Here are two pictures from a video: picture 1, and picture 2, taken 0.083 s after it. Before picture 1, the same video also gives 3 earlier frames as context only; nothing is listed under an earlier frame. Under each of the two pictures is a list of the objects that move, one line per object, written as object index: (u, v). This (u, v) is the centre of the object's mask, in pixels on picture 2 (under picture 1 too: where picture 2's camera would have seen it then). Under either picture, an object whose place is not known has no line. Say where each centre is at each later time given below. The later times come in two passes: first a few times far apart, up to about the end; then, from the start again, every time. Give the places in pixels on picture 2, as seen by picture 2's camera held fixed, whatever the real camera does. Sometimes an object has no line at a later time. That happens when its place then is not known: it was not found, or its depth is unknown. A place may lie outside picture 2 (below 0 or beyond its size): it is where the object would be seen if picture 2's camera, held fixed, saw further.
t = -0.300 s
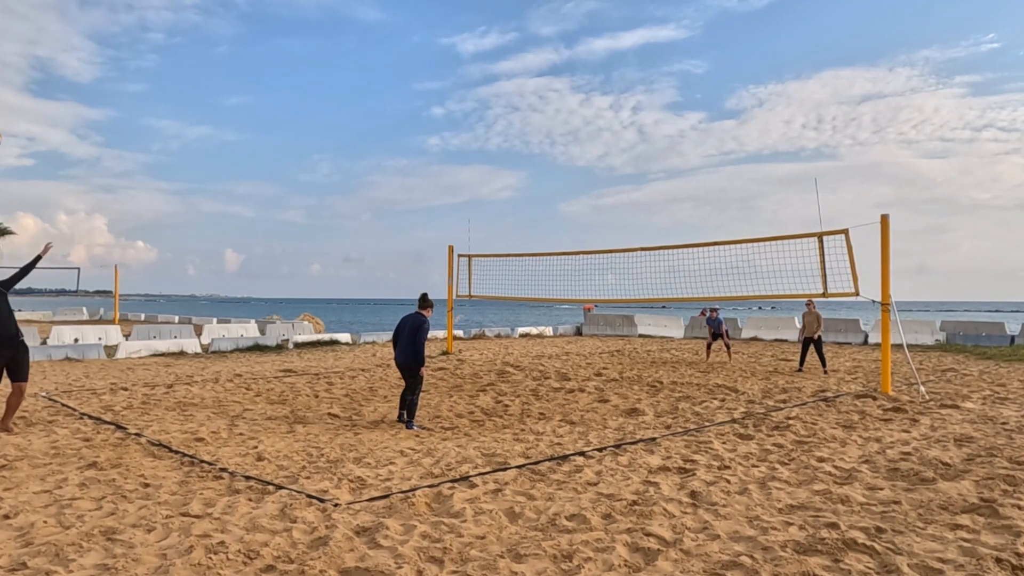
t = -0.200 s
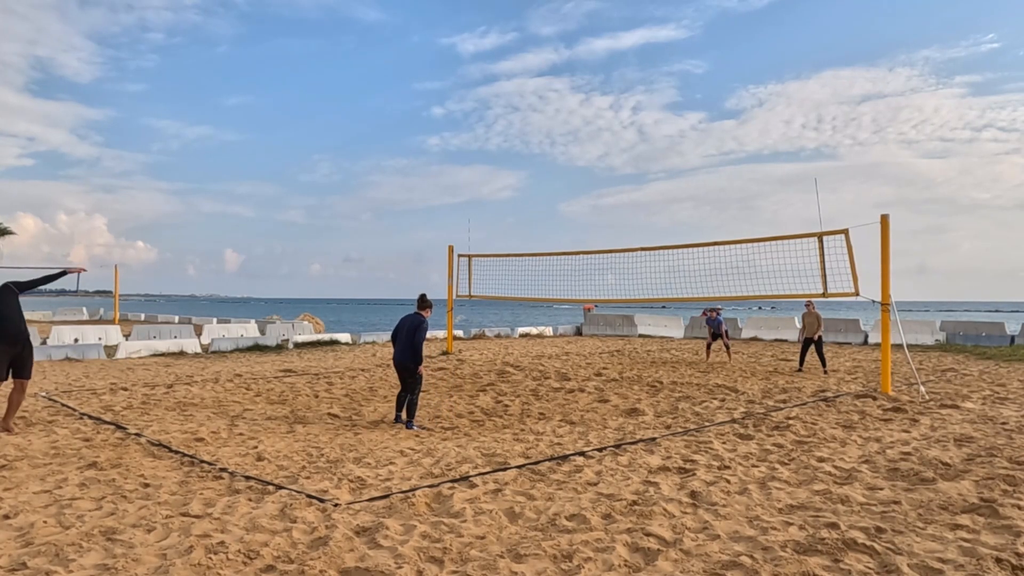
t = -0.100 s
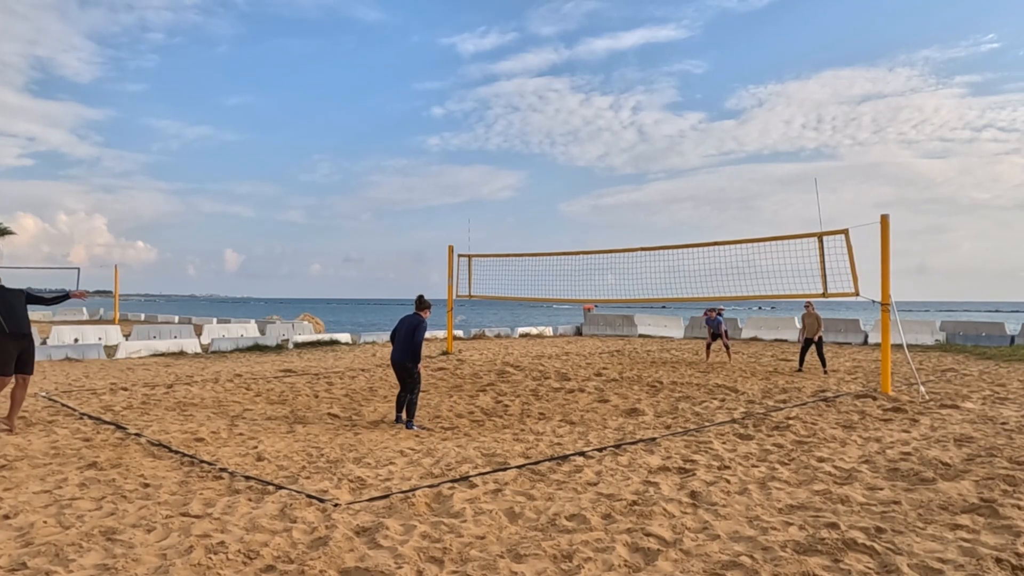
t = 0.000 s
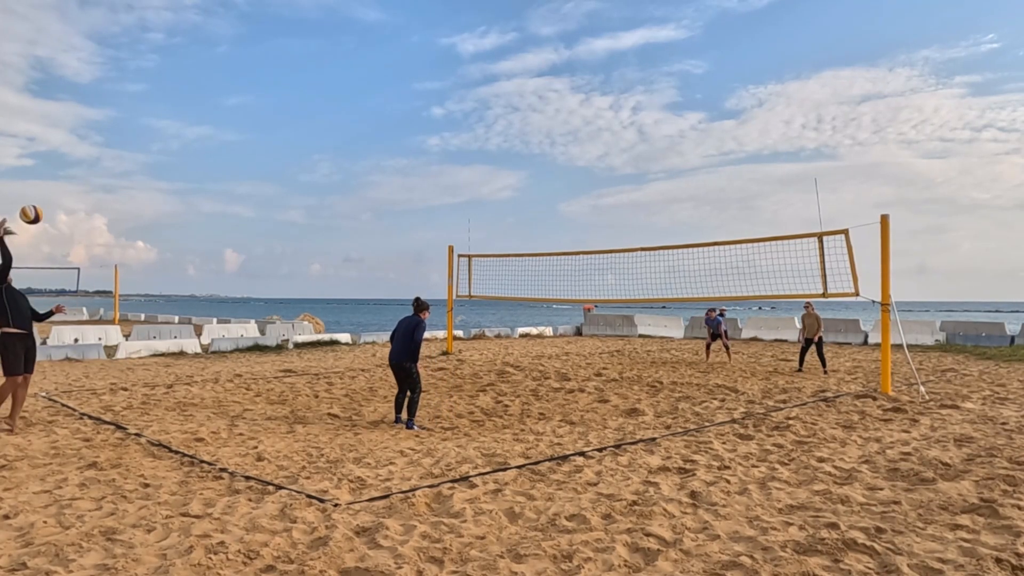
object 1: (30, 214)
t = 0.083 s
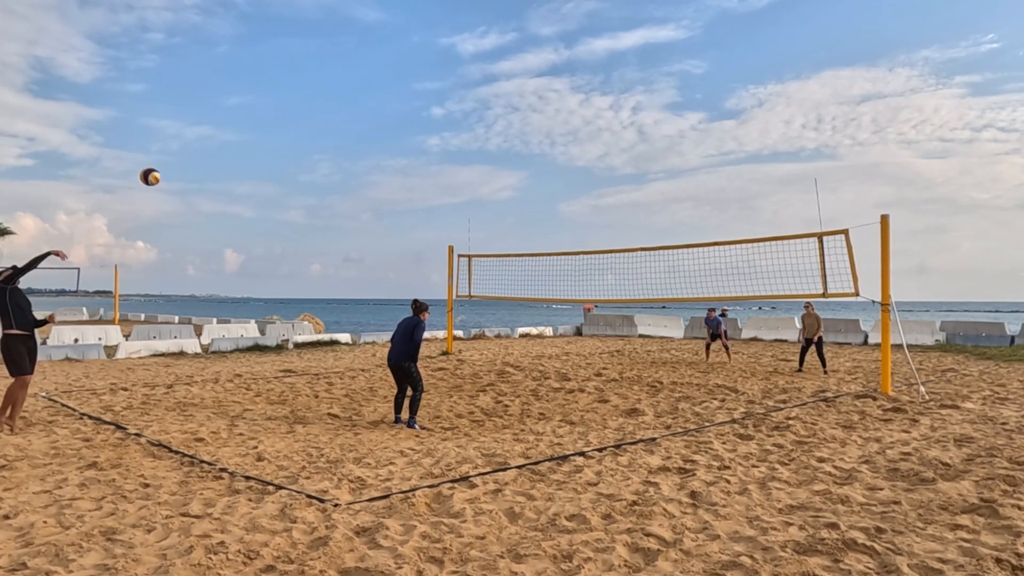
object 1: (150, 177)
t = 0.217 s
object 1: (310, 140)
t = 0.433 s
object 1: (509, 129)
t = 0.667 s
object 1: (667, 160)
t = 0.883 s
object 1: (776, 214)
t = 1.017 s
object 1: (831, 256)
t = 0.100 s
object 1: (171, 171)
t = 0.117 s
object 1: (193, 165)
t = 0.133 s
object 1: (214, 159)
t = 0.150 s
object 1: (234, 155)
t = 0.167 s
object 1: (254, 150)
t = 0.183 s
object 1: (272, 146)
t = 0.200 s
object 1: (291, 143)
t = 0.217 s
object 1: (310, 140)
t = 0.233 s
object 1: (328, 138)
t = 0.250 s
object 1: (345, 136)
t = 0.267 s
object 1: (362, 133)
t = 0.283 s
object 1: (378, 132)
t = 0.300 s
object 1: (394, 130)
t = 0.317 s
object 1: (410, 129)
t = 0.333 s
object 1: (425, 128)
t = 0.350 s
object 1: (440, 128)
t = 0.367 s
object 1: (455, 128)
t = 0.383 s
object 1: (469, 128)
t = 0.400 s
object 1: (483, 128)
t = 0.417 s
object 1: (496, 128)
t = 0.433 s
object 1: (509, 129)
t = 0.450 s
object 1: (522, 130)
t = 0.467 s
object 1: (535, 132)
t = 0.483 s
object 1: (547, 133)
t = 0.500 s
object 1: (559, 135)
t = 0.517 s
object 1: (571, 136)
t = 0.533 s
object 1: (582, 138)
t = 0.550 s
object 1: (594, 140)
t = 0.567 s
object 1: (605, 143)
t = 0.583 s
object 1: (616, 145)
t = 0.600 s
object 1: (626, 148)
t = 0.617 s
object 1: (637, 151)
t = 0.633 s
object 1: (647, 154)
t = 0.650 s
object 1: (657, 156)
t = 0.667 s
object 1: (667, 160)
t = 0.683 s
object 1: (676, 163)
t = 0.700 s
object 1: (685, 167)
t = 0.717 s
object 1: (694, 170)
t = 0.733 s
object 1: (704, 174)
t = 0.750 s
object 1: (712, 178)
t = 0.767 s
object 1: (721, 183)
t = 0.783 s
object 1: (729, 186)
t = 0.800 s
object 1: (738, 191)
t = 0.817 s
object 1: (746, 195)
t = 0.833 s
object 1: (753, 200)
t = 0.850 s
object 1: (761, 204)
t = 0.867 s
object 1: (769, 209)
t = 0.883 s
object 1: (776, 214)
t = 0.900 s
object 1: (784, 219)
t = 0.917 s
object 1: (791, 224)
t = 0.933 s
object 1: (798, 229)
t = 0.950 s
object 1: (805, 234)
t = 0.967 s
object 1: (812, 240)
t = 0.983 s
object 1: (817, 245)
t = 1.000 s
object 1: (827, 250)
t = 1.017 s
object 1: (831, 256)
